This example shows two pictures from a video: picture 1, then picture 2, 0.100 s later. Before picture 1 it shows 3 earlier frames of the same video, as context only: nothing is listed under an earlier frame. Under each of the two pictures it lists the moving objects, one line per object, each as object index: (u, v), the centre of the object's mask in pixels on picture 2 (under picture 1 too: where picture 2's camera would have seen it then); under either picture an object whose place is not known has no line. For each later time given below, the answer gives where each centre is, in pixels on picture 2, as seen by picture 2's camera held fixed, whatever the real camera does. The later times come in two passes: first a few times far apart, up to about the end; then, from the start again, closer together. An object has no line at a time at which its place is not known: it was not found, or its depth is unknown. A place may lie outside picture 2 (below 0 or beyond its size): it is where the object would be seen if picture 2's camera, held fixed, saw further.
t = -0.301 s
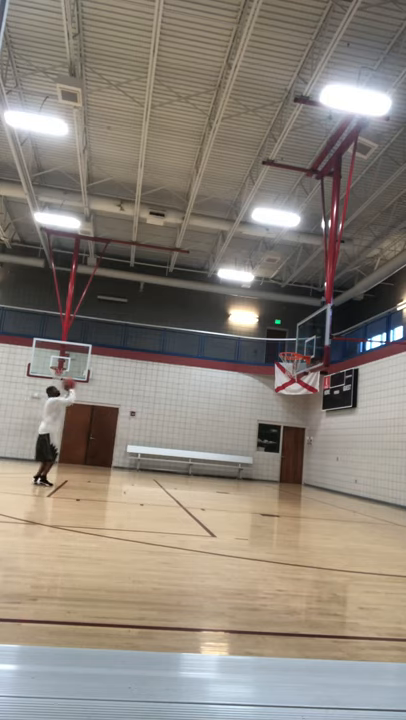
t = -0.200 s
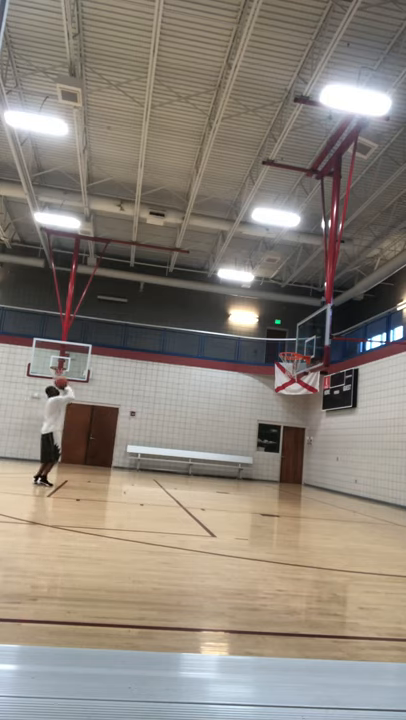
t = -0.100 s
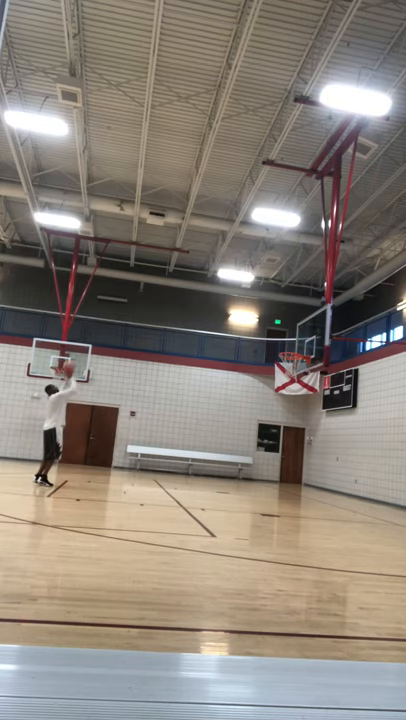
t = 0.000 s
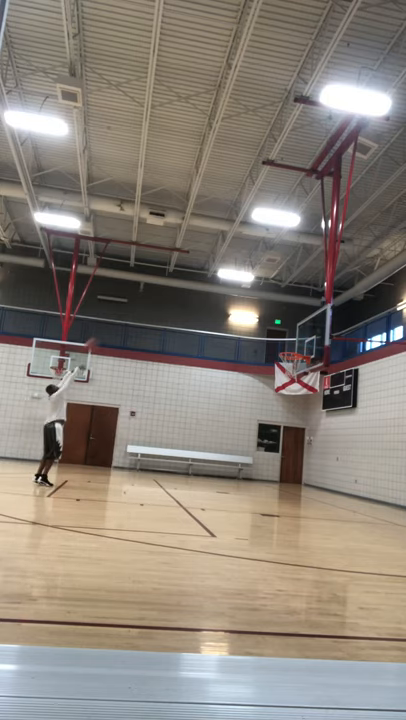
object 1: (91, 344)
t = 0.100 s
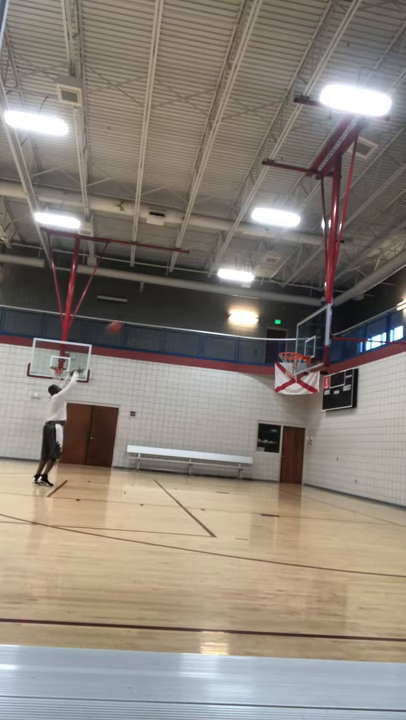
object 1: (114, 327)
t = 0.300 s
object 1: (159, 304)
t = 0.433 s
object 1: (186, 298)
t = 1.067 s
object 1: (299, 369)
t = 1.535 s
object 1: (297, 451)
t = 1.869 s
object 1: (291, 459)
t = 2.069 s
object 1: (288, 435)
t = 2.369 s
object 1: (279, 434)
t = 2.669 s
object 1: (267, 477)
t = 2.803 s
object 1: (263, 490)
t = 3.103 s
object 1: (258, 462)
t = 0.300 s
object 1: (159, 304)
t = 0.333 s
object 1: (166, 302)
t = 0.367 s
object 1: (173, 300)
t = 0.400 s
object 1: (180, 299)
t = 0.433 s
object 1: (186, 298)
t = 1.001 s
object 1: (292, 360)
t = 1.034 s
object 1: (296, 365)
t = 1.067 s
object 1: (299, 369)
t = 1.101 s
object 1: (300, 369)
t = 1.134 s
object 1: (301, 369)
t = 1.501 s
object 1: (298, 439)
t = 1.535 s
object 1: (297, 451)
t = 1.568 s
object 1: (296, 461)
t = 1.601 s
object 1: (295, 472)
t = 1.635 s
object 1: (296, 483)
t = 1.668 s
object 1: (297, 496)
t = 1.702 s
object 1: (297, 496)
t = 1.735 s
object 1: (296, 486)
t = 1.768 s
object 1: (295, 479)
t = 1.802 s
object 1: (294, 472)
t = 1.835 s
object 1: (292, 465)
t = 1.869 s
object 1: (291, 459)
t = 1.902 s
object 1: (291, 453)
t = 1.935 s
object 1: (291, 448)
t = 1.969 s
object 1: (291, 445)
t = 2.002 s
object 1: (289, 440)
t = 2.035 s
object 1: (289, 439)
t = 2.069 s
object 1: (288, 435)
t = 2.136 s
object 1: (288, 433)
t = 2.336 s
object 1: (280, 432)
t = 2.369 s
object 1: (279, 434)
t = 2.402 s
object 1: (278, 437)
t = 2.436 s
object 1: (278, 440)
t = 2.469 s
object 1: (275, 443)
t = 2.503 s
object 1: (274, 447)
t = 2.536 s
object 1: (273, 453)
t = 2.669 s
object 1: (267, 477)
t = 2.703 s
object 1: (266, 485)
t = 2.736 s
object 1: (264, 494)
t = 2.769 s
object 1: (263, 496)
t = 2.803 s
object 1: (263, 490)
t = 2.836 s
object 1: (263, 484)
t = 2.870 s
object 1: (262, 479)
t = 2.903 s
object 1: (262, 475)
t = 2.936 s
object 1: (261, 472)
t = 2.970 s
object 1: (261, 469)
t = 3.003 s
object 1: (261, 466)
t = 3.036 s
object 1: (260, 465)
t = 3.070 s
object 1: (259, 463)
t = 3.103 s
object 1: (258, 462)
